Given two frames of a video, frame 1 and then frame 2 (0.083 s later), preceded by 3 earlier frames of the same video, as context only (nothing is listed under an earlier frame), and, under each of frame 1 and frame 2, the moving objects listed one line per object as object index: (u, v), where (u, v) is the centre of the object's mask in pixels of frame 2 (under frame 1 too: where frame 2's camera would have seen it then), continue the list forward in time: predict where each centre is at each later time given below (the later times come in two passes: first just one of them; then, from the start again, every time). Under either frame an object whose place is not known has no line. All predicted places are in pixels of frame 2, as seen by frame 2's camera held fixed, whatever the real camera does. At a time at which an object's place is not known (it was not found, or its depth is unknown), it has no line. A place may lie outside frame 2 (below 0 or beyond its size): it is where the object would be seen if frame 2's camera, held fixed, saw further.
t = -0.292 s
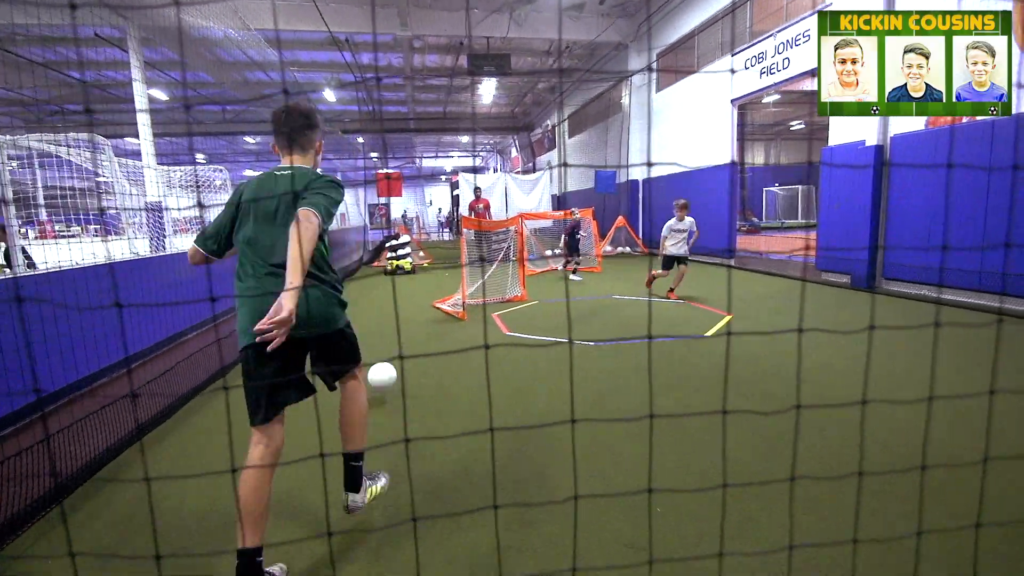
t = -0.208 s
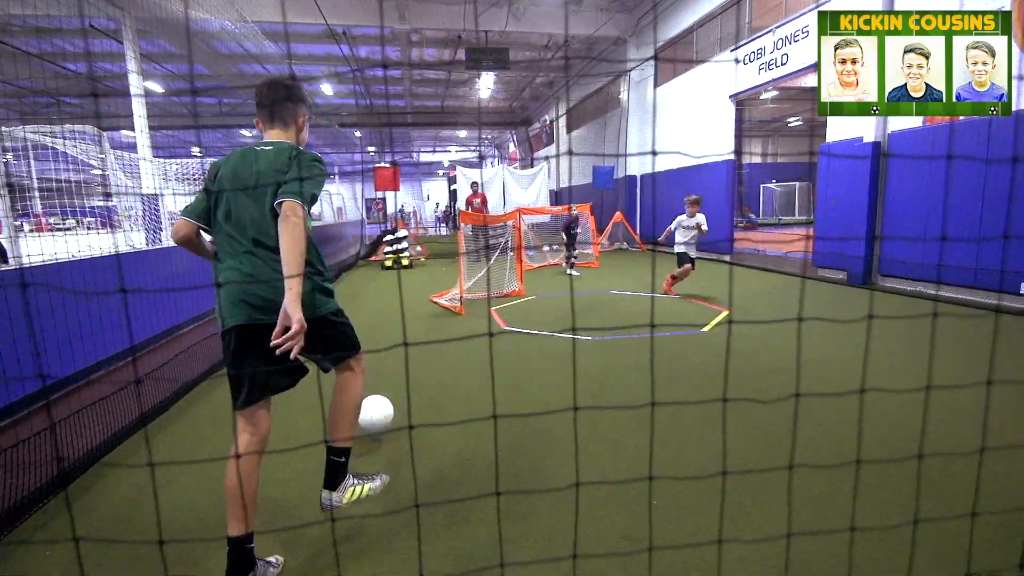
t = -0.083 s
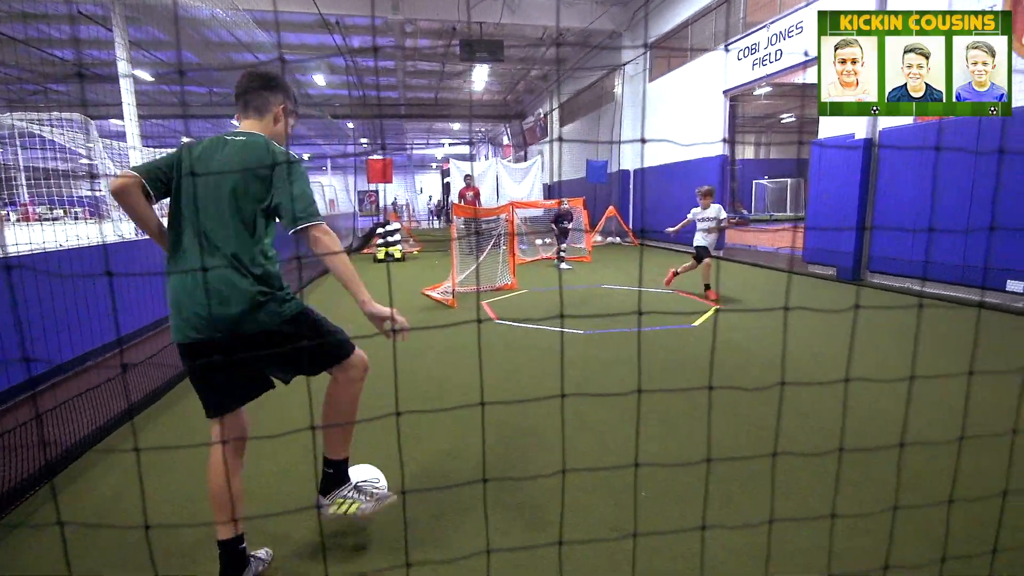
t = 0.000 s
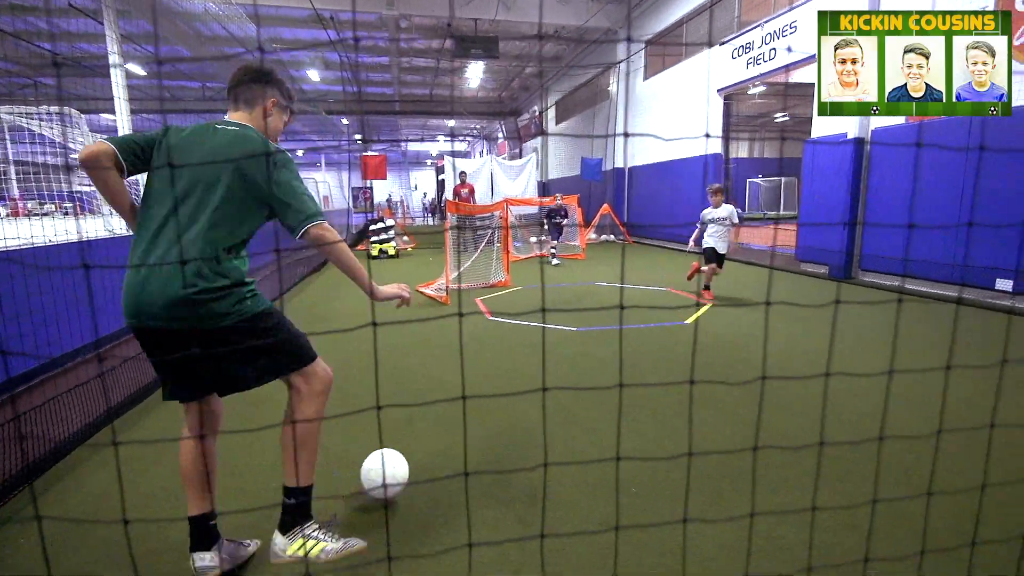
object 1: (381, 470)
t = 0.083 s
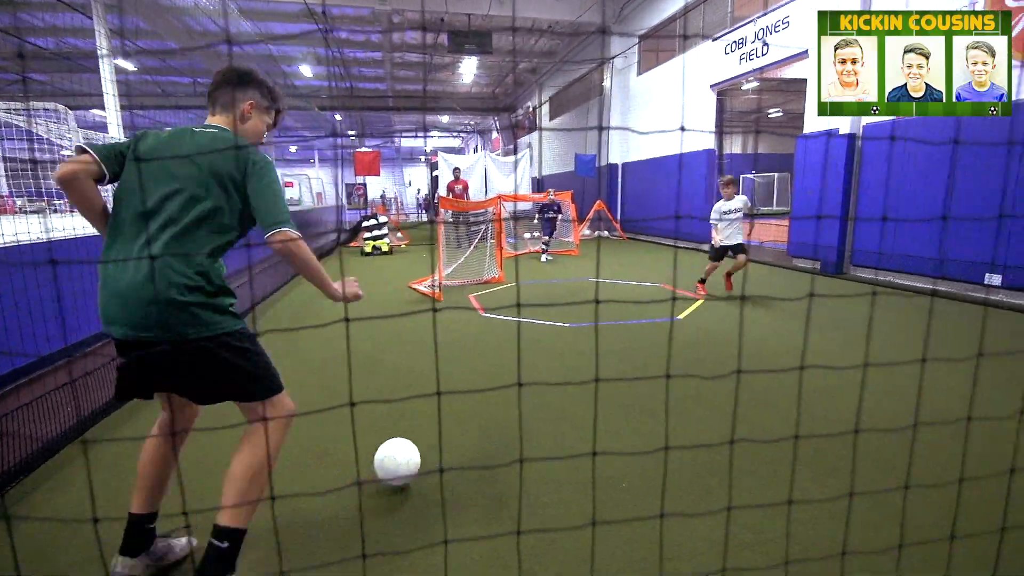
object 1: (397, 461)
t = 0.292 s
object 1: (415, 457)
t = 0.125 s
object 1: (403, 457)
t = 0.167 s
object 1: (408, 457)
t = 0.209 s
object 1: (413, 461)
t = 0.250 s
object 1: (413, 458)
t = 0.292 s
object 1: (415, 457)
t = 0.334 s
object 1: (416, 460)
